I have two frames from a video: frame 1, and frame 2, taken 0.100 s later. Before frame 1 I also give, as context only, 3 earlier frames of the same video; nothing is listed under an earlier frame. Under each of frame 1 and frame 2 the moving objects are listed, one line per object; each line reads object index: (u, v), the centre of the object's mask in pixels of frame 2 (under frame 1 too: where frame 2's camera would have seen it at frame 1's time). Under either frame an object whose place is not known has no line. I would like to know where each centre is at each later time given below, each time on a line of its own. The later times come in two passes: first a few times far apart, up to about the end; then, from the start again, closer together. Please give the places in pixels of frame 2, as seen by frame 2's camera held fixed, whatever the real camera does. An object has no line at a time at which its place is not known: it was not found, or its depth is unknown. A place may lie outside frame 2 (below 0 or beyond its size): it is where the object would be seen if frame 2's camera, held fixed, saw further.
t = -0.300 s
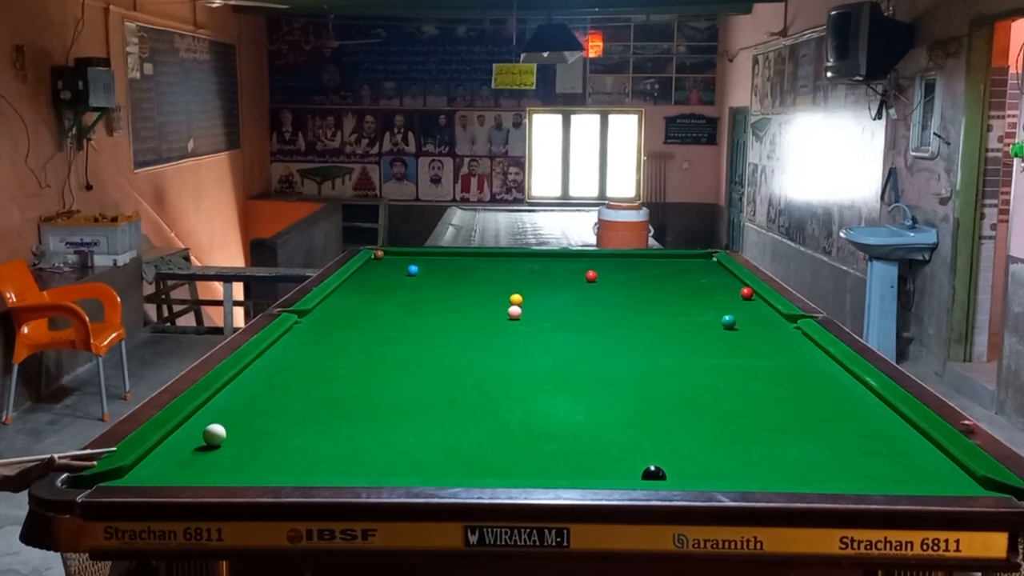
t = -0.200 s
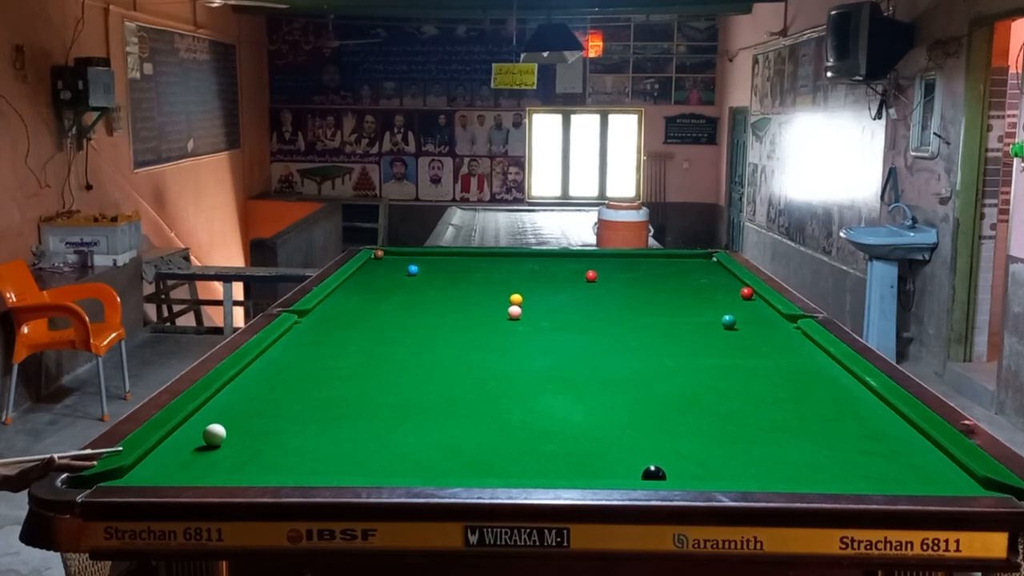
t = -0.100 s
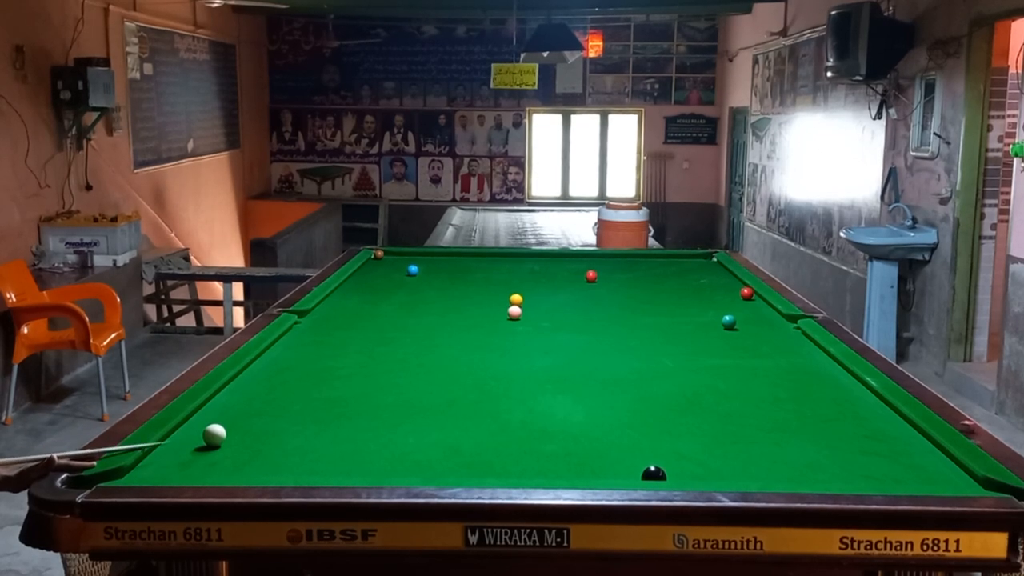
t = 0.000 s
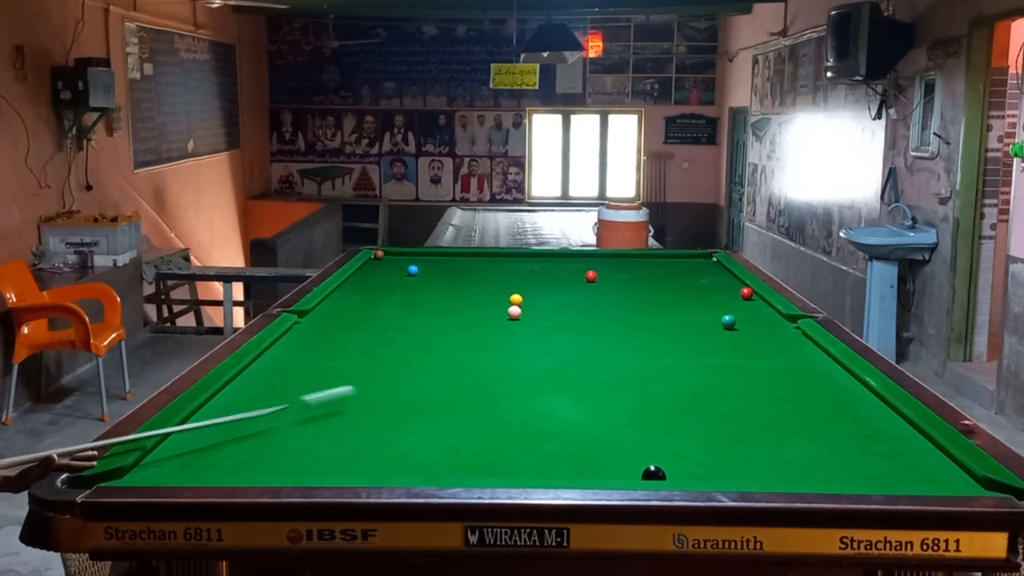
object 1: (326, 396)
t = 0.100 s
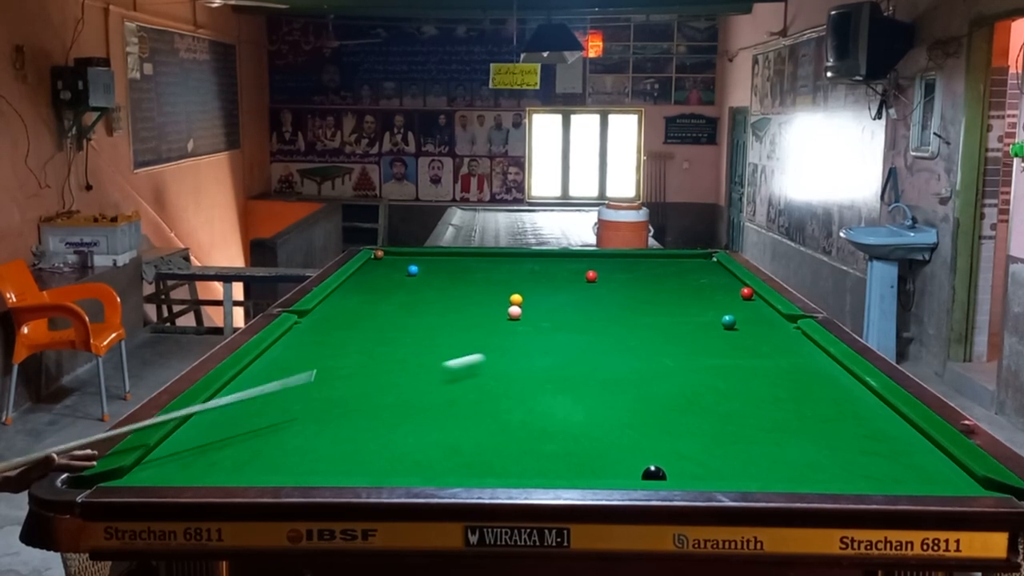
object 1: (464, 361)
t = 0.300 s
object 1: (642, 318)
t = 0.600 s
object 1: (738, 294)
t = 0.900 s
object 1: (739, 287)
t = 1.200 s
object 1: (718, 280)
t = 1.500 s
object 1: (700, 273)
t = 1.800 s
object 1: (684, 267)
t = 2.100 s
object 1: (671, 262)
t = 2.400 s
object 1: (659, 257)
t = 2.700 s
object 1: (653, 256)
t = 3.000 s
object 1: (650, 259)
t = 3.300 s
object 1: (648, 262)
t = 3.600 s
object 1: (646, 265)
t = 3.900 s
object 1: (644, 267)
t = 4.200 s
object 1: (643, 269)
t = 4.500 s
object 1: (642, 271)
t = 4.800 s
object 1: (642, 273)
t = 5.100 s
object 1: (641, 274)
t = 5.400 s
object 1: (641, 275)
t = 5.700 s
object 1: (641, 276)
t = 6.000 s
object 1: (641, 276)
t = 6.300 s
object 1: (641, 276)
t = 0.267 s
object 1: (619, 325)
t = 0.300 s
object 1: (642, 318)
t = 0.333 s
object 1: (665, 312)
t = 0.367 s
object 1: (686, 308)
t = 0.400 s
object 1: (706, 303)
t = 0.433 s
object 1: (724, 298)
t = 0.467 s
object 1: (739, 294)
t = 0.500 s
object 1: (739, 294)
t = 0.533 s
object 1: (738, 294)
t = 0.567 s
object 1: (738, 294)
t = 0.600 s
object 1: (738, 294)
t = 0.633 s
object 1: (739, 294)
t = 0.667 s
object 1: (740, 293)
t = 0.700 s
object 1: (741, 293)
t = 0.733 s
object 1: (743, 292)
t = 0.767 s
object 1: (746, 291)
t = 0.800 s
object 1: (748, 290)
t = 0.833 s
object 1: (746, 289)
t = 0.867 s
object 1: (742, 289)
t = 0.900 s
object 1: (739, 287)
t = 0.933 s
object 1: (737, 287)
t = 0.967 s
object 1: (734, 286)
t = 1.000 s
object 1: (732, 285)
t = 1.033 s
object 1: (729, 284)
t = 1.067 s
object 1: (727, 283)
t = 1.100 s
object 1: (725, 282)
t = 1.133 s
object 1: (722, 282)
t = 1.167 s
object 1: (720, 280)
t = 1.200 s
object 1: (718, 280)
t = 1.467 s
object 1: (702, 274)
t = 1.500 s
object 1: (700, 273)
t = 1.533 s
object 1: (698, 272)
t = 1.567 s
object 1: (696, 272)
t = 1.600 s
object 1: (694, 271)
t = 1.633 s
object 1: (693, 270)
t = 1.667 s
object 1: (691, 269)
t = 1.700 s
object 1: (689, 269)
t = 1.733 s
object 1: (688, 268)
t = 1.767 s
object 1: (686, 268)
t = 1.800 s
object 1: (684, 267)
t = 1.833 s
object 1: (683, 266)
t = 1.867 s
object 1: (681, 266)
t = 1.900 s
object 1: (680, 265)
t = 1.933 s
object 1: (678, 264)
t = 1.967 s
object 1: (677, 264)
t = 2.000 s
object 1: (675, 263)
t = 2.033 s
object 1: (674, 262)
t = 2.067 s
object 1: (672, 262)
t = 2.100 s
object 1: (671, 262)
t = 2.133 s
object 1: (670, 261)
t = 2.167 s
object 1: (668, 261)
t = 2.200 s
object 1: (667, 260)
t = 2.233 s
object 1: (665, 260)
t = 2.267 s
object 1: (664, 259)
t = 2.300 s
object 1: (663, 258)
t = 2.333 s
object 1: (662, 258)
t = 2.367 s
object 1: (661, 257)
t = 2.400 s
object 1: (659, 257)
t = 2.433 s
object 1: (658, 256)
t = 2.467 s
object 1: (657, 256)
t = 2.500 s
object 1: (656, 255)
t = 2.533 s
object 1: (655, 255)
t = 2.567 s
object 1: (654, 255)
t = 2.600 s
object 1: (654, 255)
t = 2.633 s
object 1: (653, 255)
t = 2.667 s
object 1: (653, 255)
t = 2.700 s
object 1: (653, 256)
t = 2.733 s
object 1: (652, 256)
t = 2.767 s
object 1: (652, 256)
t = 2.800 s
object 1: (652, 257)
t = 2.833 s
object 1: (652, 257)
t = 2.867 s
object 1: (651, 257)
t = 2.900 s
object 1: (651, 258)
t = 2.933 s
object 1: (651, 258)
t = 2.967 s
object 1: (650, 258)
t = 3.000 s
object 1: (650, 259)
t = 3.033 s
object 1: (650, 259)
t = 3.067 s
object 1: (650, 259)
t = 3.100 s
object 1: (649, 260)
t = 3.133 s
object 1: (649, 260)
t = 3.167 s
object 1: (649, 261)
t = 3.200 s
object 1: (649, 261)
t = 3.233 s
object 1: (649, 261)
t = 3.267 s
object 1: (648, 262)
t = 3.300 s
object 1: (648, 262)
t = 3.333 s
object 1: (648, 262)
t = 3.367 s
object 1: (648, 262)
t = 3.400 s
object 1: (648, 263)
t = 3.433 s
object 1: (647, 263)
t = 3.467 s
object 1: (647, 263)
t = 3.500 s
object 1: (647, 263)
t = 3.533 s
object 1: (647, 264)
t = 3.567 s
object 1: (647, 264)
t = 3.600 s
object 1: (646, 265)
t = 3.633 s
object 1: (646, 265)
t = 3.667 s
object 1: (646, 265)
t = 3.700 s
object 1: (646, 265)
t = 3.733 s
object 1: (645, 266)
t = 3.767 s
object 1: (645, 266)
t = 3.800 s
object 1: (645, 266)
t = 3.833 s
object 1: (645, 266)
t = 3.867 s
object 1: (645, 267)
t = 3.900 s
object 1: (644, 267)
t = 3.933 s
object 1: (644, 267)
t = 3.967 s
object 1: (644, 268)
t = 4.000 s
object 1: (644, 268)
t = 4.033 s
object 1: (644, 268)
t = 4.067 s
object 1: (644, 268)
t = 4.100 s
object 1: (643, 268)
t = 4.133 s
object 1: (643, 269)
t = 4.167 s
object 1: (643, 269)
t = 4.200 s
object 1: (643, 269)
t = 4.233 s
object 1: (643, 269)
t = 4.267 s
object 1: (643, 270)
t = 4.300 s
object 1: (643, 270)
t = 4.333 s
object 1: (643, 270)
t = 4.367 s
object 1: (643, 270)
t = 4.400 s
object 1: (642, 271)
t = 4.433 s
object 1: (642, 271)
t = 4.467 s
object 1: (642, 271)
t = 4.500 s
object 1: (642, 271)
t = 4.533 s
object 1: (642, 271)
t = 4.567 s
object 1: (642, 271)
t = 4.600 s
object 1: (642, 272)
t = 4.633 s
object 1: (642, 272)
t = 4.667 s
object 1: (642, 272)
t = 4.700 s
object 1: (642, 272)
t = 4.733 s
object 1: (642, 272)
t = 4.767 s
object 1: (642, 273)
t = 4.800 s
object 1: (642, 273)
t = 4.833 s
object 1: (642, 273)
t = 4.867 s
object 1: (642, 273)
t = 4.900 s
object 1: (642, 273)
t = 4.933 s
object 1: (642, 273)
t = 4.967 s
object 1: (642, 273)
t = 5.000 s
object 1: (642, 273)
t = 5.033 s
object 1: (641, 274)
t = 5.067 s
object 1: (641, 274)
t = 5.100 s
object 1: (641, 274)
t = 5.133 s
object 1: (641, 274)
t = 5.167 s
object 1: (641, 274)
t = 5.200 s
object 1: (641, 274)
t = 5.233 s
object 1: (641, 274)
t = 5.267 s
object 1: (641, 274)
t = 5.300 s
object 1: (641, 274)
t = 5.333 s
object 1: (641, 275)
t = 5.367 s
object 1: (641, 275)
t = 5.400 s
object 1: (641, 275)
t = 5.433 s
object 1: (641, 275)
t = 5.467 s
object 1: (641, 275)
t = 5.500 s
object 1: (641, 275)
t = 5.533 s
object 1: (641, 275)
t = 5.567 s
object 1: (641, 275)
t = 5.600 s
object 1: (641, 275)
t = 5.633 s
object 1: (641, 275)
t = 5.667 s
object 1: (641, 276)
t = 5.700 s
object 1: (641, 276)
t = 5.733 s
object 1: (641, 276)
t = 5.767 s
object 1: (641, 276)
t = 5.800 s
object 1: (641, 276)
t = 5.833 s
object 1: (641, 276)
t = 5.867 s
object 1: (641, 276)
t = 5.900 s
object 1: (641, 276)
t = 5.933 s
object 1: (641, 276)
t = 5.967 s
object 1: (641, 276)
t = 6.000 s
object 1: (641, 276)
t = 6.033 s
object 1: (641, 276)
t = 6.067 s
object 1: (641, 276)
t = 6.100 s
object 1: (641, 276)
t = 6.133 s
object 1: (641, 276)
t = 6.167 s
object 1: (641, 276)
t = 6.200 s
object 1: (641, 276)
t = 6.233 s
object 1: (641, 276)
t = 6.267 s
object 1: (641, 276)
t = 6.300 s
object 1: (641, 276)
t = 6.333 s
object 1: (641, 276)
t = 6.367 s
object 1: (641, 276)
